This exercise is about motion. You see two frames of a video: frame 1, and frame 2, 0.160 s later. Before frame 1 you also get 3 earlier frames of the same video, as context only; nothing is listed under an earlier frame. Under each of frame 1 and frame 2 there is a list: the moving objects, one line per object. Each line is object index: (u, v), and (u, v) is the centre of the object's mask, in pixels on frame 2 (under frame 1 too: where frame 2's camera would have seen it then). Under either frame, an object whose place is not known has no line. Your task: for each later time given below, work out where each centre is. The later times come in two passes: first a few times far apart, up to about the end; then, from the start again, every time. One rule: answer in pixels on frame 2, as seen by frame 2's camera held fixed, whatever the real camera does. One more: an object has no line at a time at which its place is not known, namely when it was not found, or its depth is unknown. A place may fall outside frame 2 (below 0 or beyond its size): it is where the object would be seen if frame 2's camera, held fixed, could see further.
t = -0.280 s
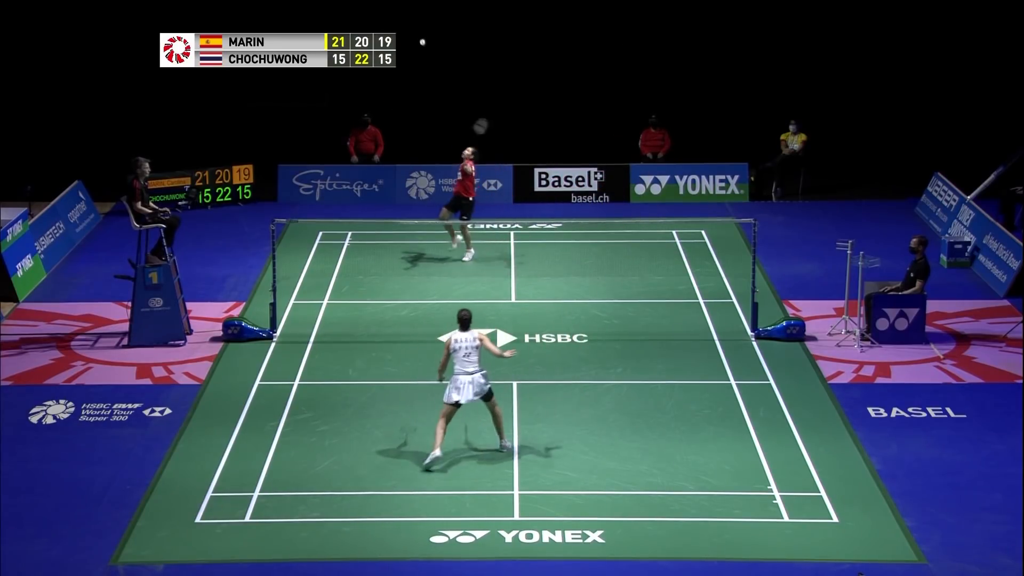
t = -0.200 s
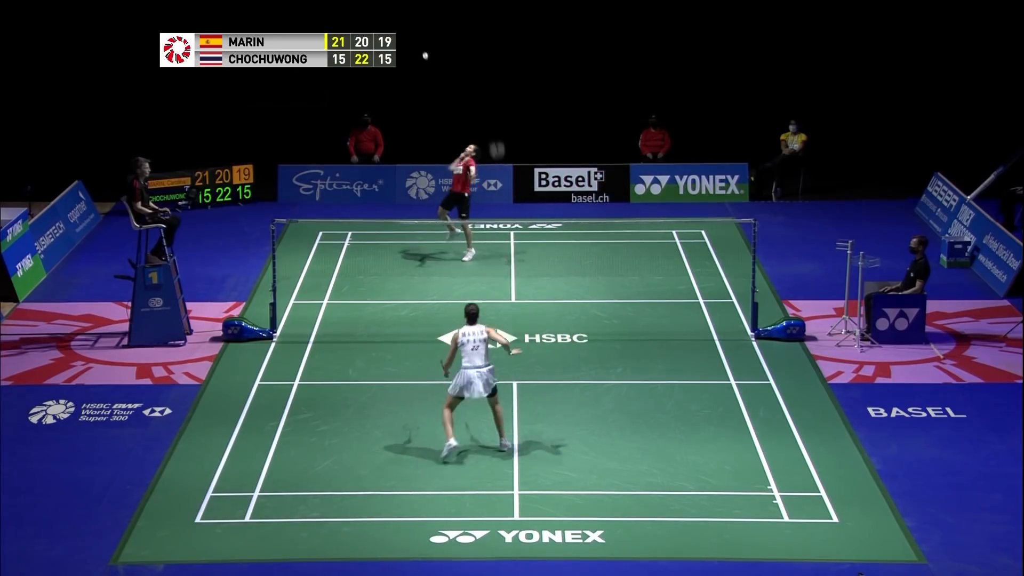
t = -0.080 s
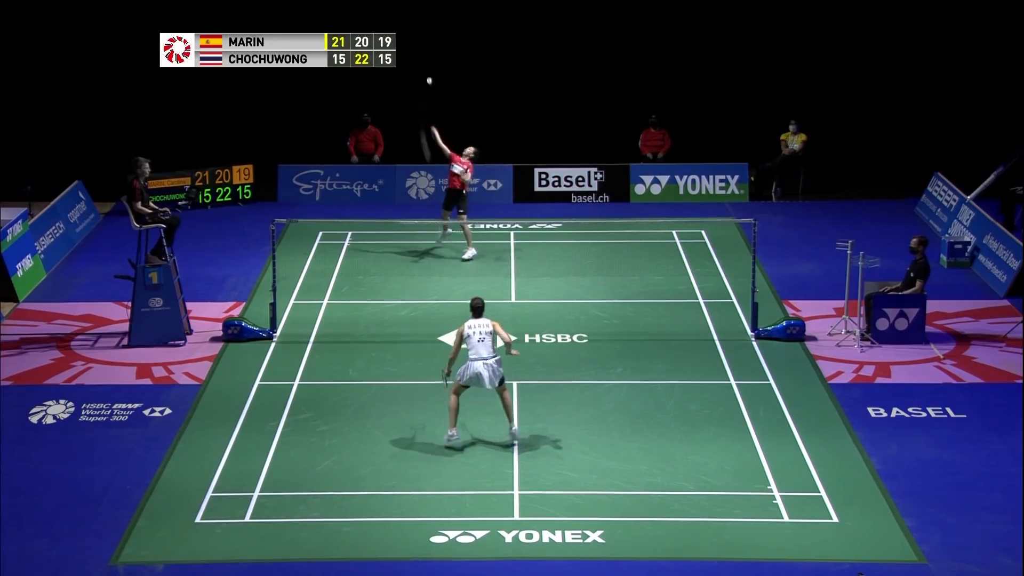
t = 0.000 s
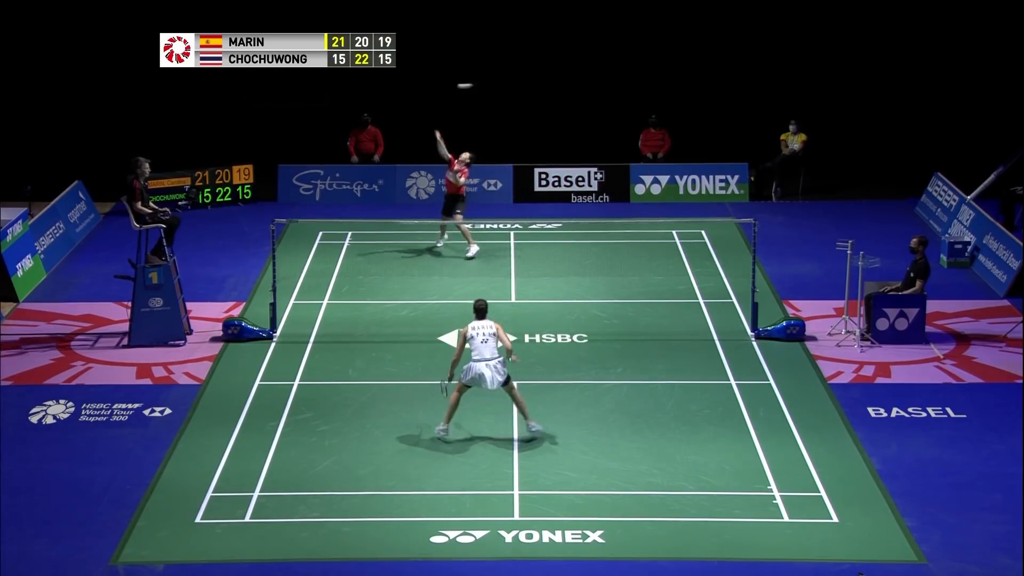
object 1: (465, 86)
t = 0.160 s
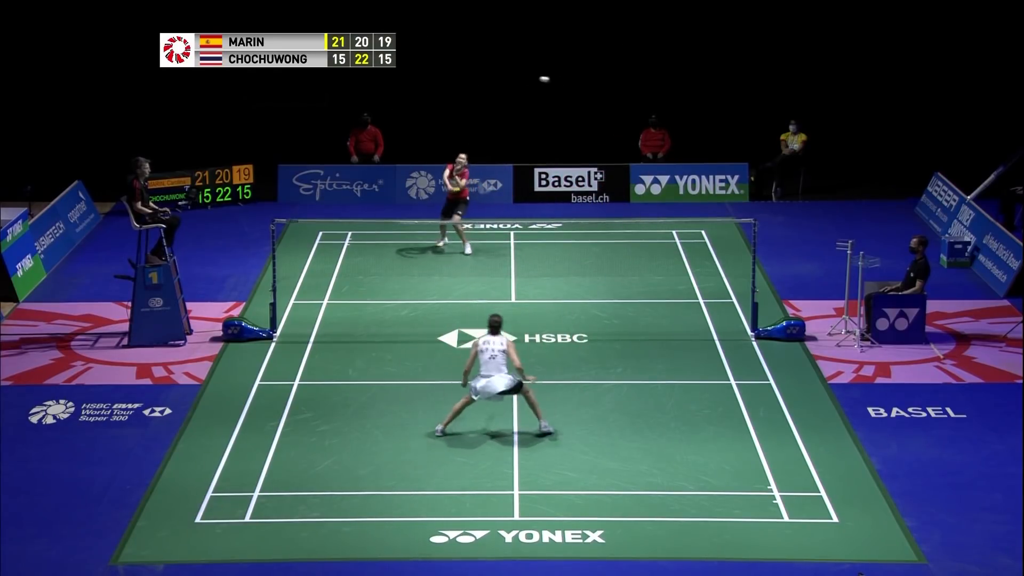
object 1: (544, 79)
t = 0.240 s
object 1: (571, 83)
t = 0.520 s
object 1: (638, 128)
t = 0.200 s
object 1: (558, 81)
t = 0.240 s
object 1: (571, 83)
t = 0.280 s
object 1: (583, 87)
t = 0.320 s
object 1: (594, 91)
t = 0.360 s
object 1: (604, 96)
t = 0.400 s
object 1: (613, 102)
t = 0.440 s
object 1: (622, 110)
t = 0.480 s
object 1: (630, 118)
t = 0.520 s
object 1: (638, 128)
